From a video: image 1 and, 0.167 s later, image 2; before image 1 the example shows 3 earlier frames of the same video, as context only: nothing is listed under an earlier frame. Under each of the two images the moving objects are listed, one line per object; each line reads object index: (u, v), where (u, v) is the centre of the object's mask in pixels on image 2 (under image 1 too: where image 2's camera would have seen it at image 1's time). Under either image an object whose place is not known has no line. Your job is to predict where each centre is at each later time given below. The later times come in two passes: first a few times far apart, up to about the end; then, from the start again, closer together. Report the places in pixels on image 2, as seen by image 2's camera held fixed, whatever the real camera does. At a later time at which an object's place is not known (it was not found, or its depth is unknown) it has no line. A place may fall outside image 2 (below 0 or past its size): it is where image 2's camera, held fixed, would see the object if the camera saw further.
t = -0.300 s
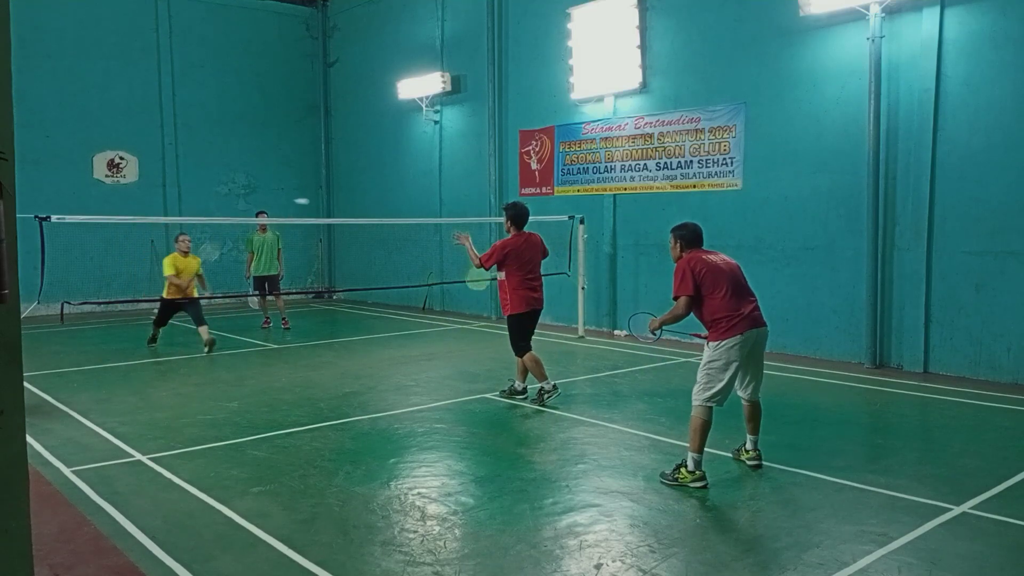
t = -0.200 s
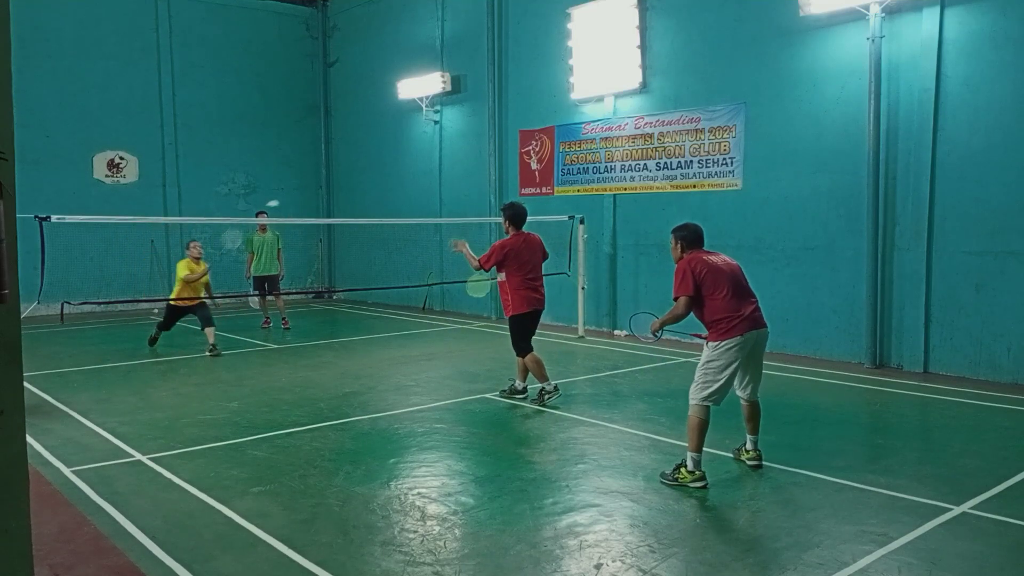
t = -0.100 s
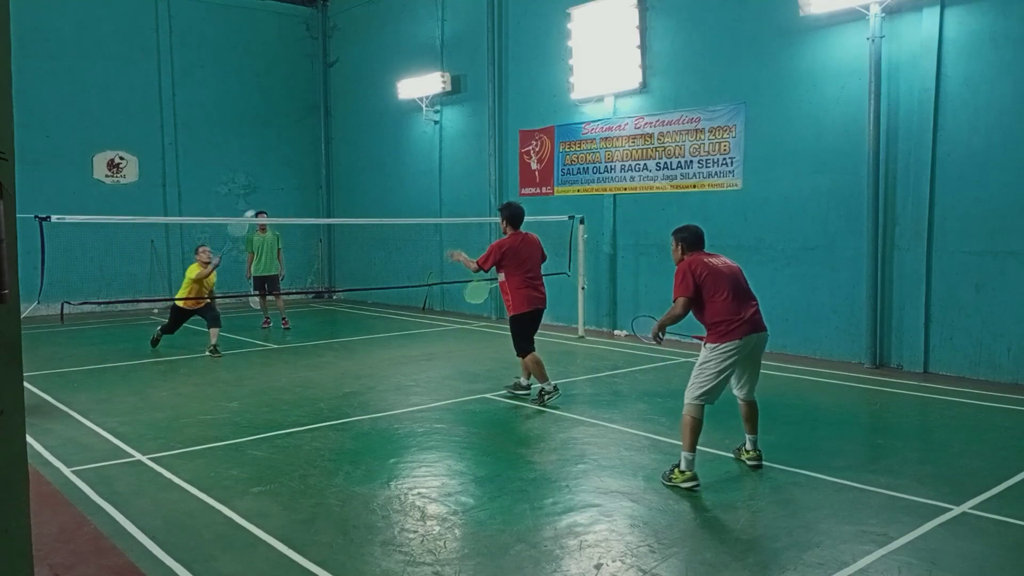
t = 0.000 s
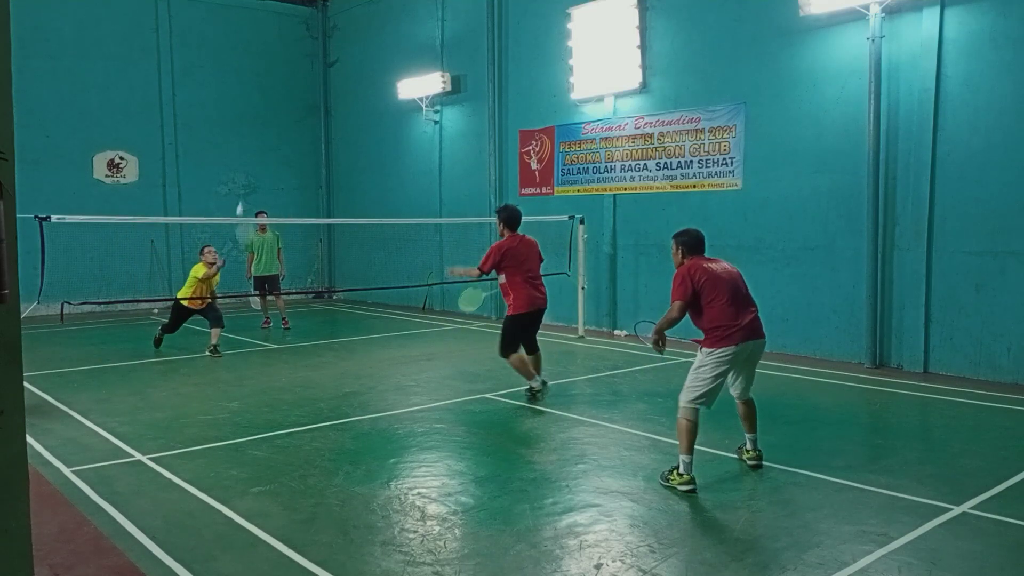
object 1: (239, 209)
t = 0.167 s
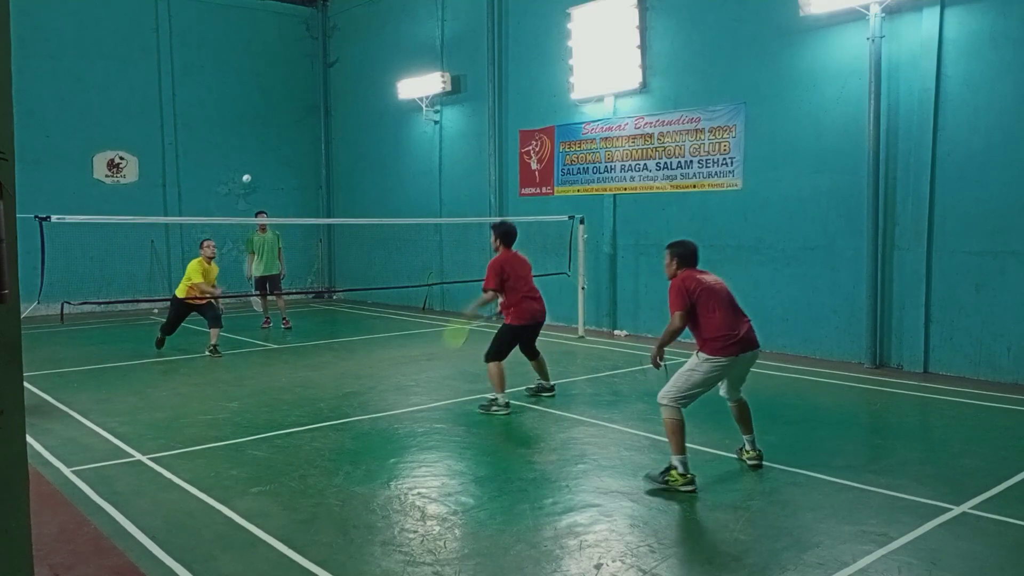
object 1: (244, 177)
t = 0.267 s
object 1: (246, 174)
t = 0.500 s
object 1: (262, 216)
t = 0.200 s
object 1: (245, 174)
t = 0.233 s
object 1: (245, 173)
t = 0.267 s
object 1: (246, 174)
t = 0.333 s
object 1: (252, 178)
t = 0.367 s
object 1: (254, 182)
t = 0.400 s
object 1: (257, 190)
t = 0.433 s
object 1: (259, 197)
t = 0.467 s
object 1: (260, 205)
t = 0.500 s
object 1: (262, 216)
